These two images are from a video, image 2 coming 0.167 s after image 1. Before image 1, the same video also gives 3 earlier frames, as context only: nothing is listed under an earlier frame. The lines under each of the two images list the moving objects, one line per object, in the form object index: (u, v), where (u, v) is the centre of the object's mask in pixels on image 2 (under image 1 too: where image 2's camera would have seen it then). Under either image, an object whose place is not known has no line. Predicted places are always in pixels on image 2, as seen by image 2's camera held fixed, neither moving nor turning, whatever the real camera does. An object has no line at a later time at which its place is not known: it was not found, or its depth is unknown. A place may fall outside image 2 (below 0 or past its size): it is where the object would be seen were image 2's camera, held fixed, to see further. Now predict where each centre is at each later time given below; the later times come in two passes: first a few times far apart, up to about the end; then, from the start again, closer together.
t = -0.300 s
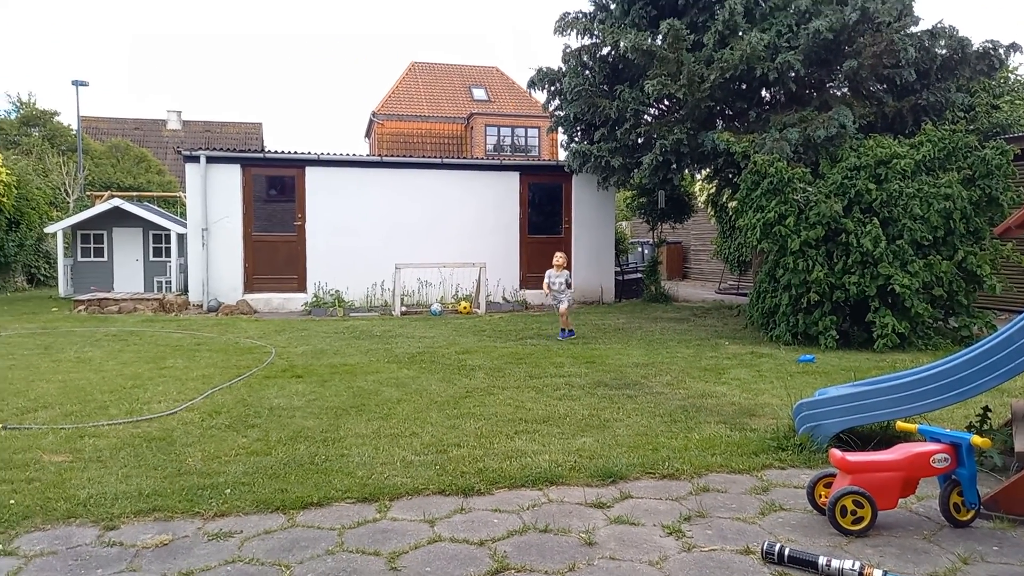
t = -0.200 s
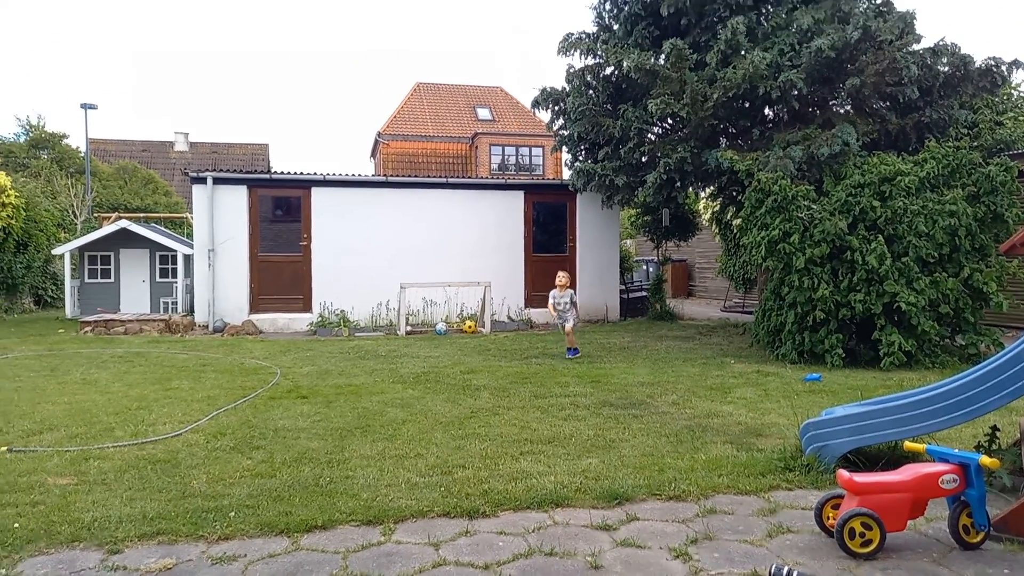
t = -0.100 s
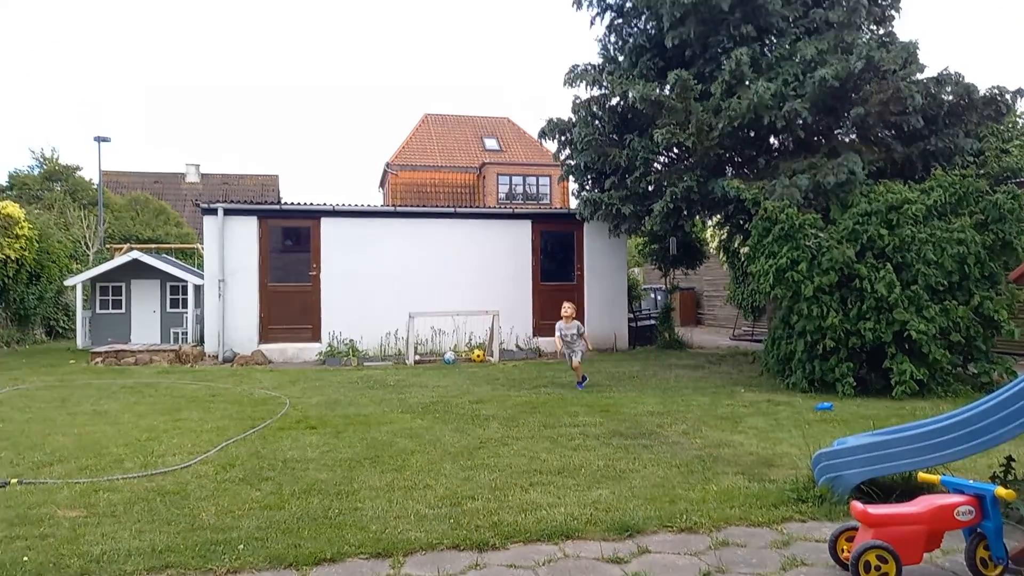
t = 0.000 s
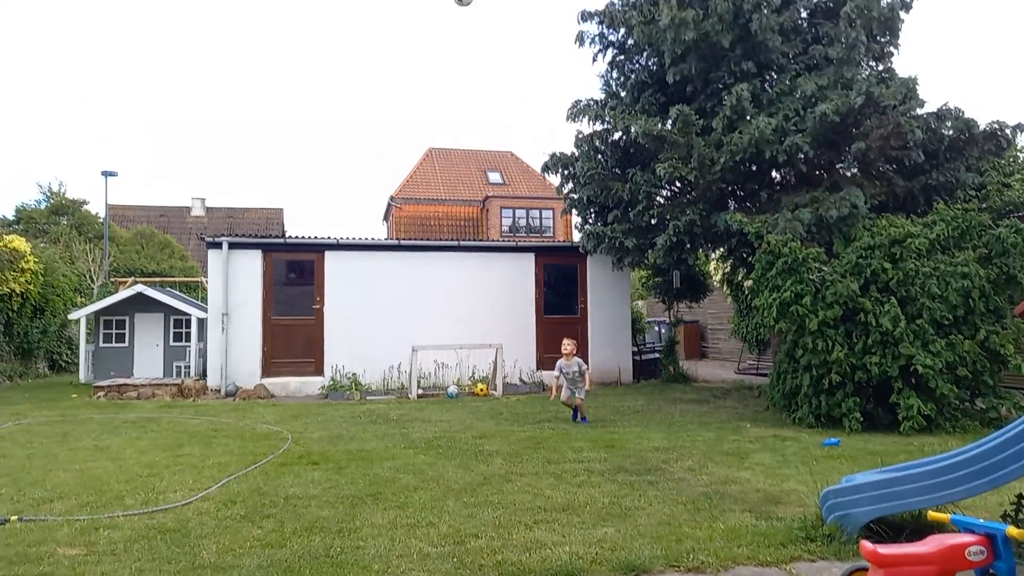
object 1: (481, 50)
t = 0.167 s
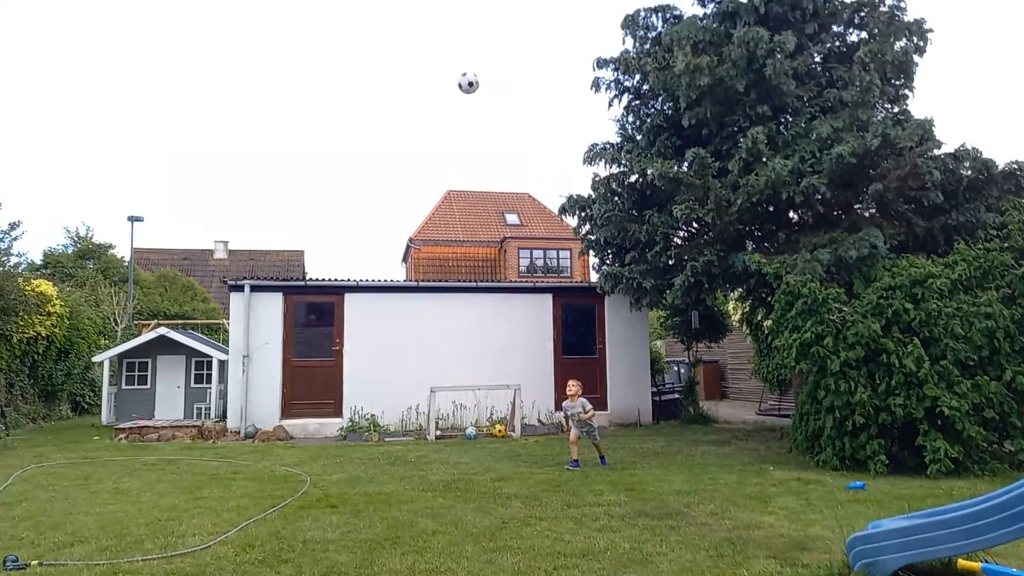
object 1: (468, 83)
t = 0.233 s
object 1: (464, 107)
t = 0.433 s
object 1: (451, 206)
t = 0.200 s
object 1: (466, 94)
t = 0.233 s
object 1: (464, 107)
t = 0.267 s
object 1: (461, 122)
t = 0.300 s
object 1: (460, 136)
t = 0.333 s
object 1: (457, 152)
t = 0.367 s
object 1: (455, 170)
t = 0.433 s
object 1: (451, 206)
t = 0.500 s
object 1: (447, 250)
